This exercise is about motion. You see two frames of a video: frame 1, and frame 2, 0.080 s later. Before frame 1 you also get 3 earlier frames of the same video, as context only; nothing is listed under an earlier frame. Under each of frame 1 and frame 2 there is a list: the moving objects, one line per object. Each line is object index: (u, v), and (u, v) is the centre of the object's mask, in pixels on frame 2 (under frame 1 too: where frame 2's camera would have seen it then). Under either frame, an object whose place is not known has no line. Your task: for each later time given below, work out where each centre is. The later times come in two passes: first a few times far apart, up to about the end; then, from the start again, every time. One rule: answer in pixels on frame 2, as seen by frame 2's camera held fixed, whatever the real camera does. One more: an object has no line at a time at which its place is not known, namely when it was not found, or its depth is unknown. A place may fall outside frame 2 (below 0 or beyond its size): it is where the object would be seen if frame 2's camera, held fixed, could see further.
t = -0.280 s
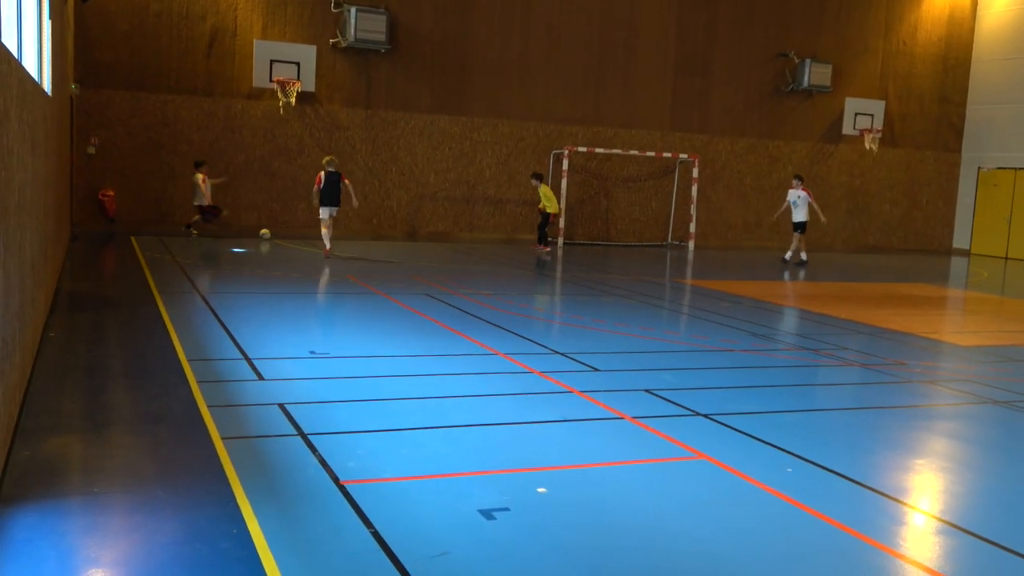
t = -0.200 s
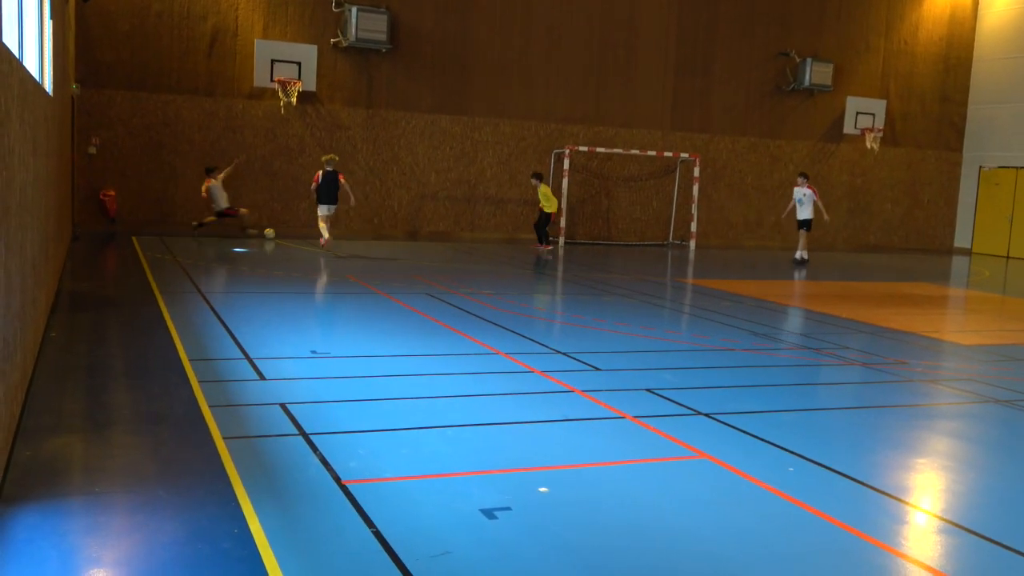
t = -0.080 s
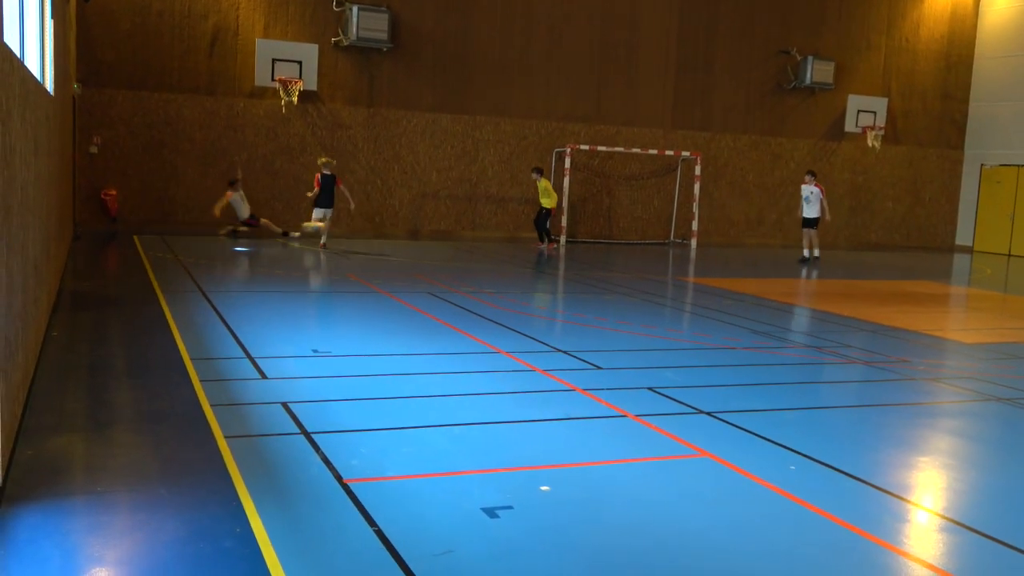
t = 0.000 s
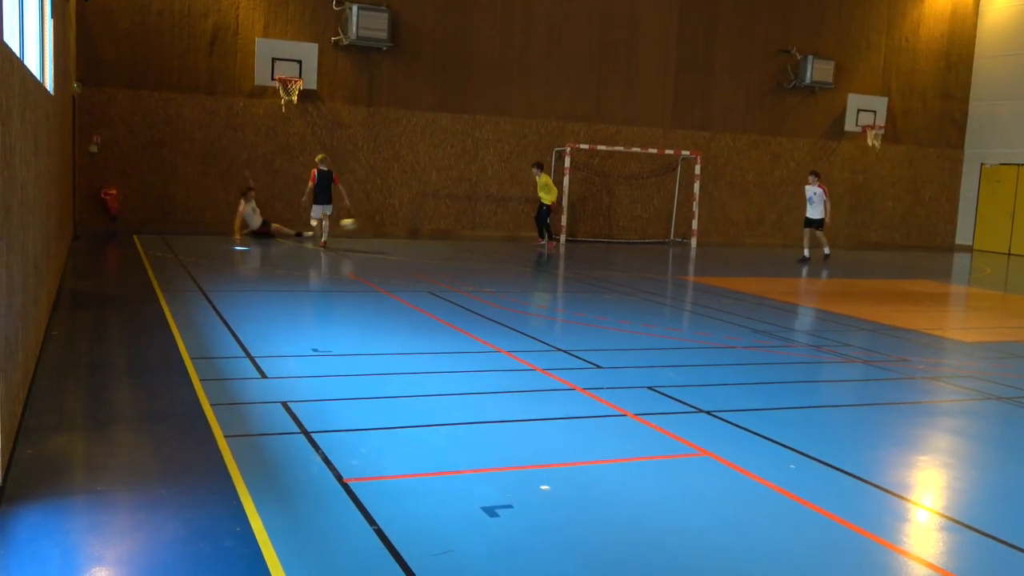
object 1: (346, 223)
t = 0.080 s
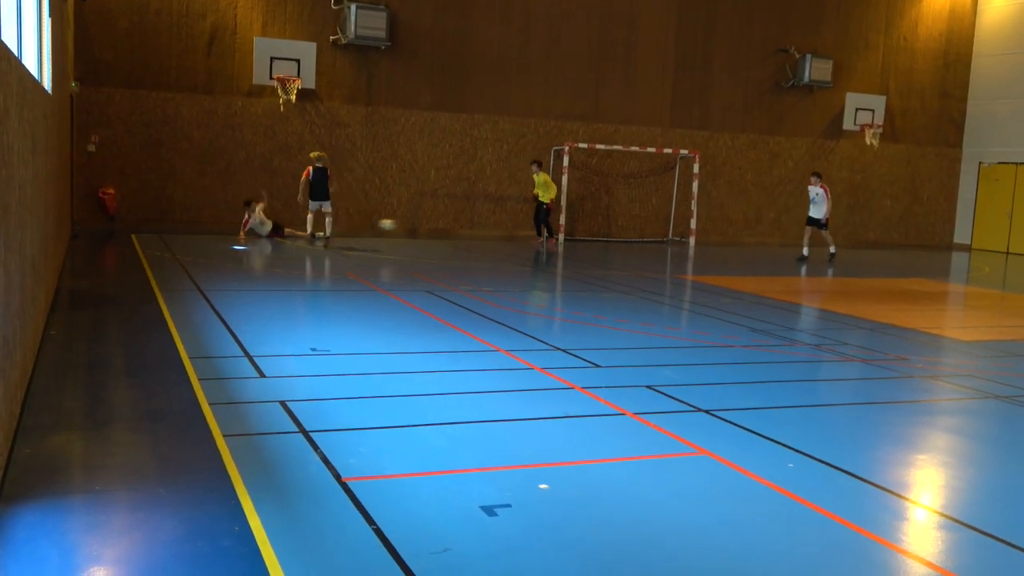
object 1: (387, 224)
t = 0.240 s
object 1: (474, 238)
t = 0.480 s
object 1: (604, 260)
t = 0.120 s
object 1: (408, 226)
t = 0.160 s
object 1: (430, 229)
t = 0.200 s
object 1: (452, 233)
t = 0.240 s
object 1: (474, 238)
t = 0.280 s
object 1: (496, 244)
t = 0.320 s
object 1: (520, 251)
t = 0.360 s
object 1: (543, 259)
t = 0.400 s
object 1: (565, 260)
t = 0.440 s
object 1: (585, 259)
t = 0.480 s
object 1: (604, 260)
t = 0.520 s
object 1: (624, 261)
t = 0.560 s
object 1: (645, 263)
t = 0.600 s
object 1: (667, 266)
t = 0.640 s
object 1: (689, 271)
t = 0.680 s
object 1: (710, 277)
